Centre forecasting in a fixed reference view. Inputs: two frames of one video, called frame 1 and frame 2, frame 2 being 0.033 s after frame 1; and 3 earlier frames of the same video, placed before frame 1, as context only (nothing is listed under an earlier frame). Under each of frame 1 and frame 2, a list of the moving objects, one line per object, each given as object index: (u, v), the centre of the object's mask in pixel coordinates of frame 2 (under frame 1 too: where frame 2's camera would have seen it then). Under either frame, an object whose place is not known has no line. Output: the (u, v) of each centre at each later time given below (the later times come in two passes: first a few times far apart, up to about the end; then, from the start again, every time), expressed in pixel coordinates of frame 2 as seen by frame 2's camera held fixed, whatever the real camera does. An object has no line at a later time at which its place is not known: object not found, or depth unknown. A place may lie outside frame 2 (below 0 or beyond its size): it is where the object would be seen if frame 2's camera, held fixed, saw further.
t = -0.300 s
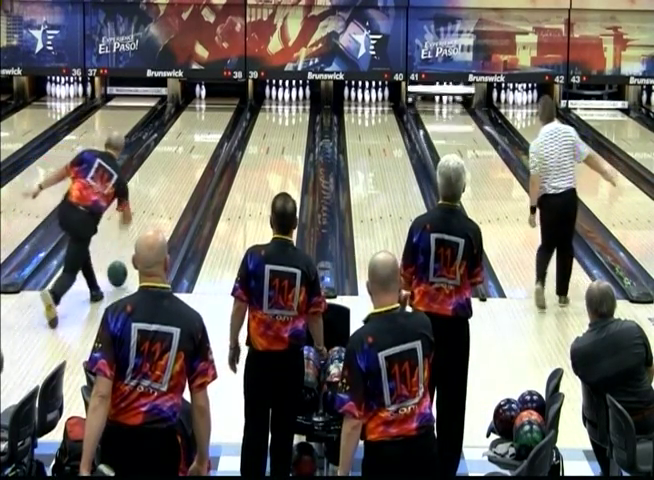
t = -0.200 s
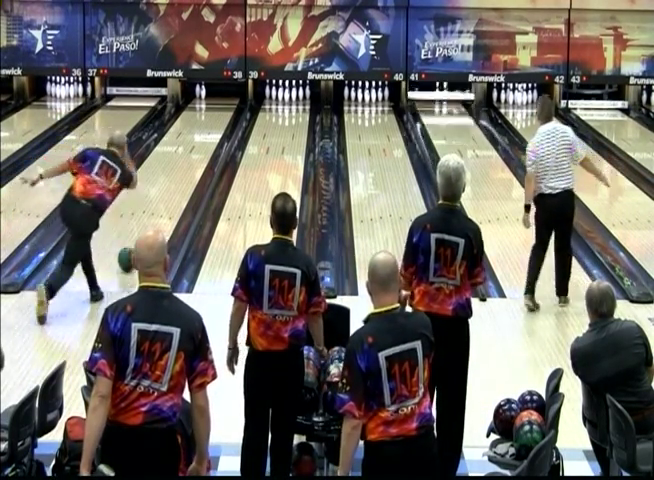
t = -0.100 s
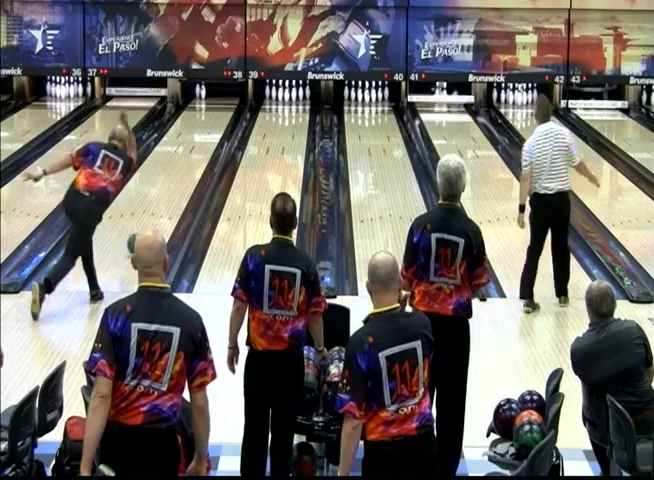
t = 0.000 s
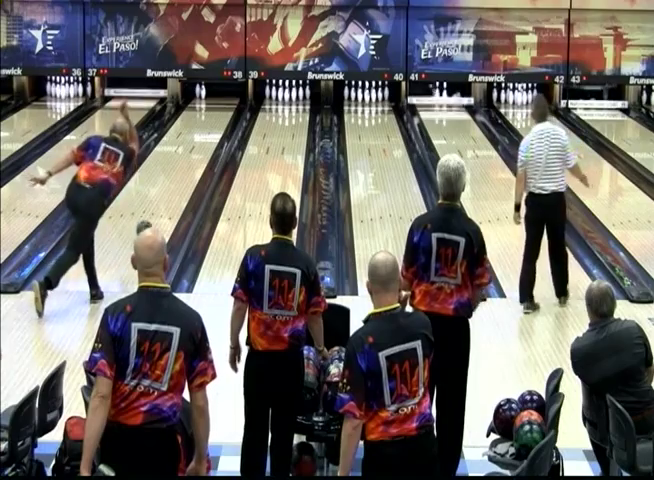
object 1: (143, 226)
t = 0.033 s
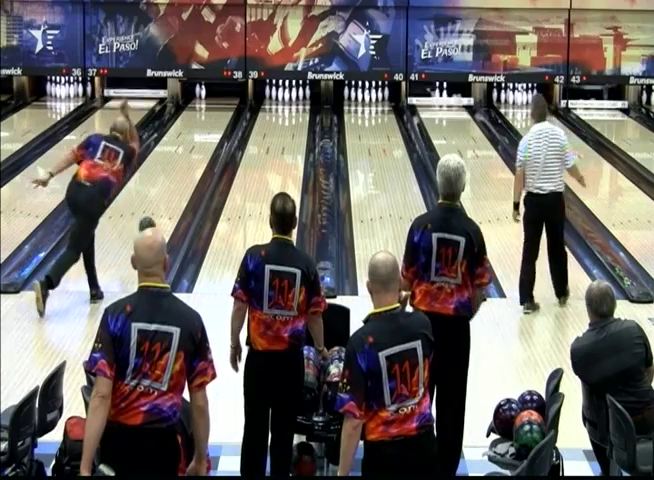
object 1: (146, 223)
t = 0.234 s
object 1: (161, 204)
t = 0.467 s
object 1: (175, 182)
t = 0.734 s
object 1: (187, 161)
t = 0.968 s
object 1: (196, 145)
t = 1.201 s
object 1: (203, 131)
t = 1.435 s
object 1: (208, 120)
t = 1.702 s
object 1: (210, 109)
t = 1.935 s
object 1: (209, 101)
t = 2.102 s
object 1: (207, 94)
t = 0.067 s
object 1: (149, 220)
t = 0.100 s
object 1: (152, 218)
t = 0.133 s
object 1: (154, 215)
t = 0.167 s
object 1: (157, 211)
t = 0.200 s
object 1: (159, 207)
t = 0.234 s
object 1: (161, 204)
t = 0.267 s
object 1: (163, 201)
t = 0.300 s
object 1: (165, 197)
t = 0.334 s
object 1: (167, 194)
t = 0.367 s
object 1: (169, 190)
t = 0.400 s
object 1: (171, 187)
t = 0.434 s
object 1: (173, 185)
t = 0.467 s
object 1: (175, 182)
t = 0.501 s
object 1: (176, 179)
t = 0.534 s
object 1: (178, 176)
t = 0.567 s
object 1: (180, 173)
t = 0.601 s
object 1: (181, 171)
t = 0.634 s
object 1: (183, 168)
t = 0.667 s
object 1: (184, 166)
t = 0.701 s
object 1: (186, 163)
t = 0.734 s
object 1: (187, 161)
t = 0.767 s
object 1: (188, 159)
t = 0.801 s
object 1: (190, 156)
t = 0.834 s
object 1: (191, 154)
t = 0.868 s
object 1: (192, 151)
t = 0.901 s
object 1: (193, 149)
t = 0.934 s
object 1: (195, 147)
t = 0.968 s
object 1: (196, 145)
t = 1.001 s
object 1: (197, 143)
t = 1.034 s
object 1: (198, 141)
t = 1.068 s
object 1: (199, 139)
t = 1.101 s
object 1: (200, 137)
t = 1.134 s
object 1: (201, 135)
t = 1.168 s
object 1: (202, 133)
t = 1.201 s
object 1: (203, 131)
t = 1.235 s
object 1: (204, 130)
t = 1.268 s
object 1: (205, 128)
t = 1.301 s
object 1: (205, 126)
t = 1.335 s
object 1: (206, 125)
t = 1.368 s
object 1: (207, 123)
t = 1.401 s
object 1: (207, 122)
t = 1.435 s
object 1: (208, 120)
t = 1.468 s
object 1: (208, 118)
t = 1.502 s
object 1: (209, 117)
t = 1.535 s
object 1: (209, 115)
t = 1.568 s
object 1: (209, 114)
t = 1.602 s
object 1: (210, 113)
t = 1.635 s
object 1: (210, 112)
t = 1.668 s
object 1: (210, 111)
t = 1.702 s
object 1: (210, 109)
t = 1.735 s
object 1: (210, 107)
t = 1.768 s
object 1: (210, 108)
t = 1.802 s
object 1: (210, 107)
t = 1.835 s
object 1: (210, 103)
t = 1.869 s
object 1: (210, 102)
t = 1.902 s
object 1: (209, 102)
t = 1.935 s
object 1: (209, 101)
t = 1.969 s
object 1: (209, 99)
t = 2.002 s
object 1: (208, 99)
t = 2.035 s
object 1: (208, 97)
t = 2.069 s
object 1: (208, 96)
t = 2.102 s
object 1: (207, 94)
